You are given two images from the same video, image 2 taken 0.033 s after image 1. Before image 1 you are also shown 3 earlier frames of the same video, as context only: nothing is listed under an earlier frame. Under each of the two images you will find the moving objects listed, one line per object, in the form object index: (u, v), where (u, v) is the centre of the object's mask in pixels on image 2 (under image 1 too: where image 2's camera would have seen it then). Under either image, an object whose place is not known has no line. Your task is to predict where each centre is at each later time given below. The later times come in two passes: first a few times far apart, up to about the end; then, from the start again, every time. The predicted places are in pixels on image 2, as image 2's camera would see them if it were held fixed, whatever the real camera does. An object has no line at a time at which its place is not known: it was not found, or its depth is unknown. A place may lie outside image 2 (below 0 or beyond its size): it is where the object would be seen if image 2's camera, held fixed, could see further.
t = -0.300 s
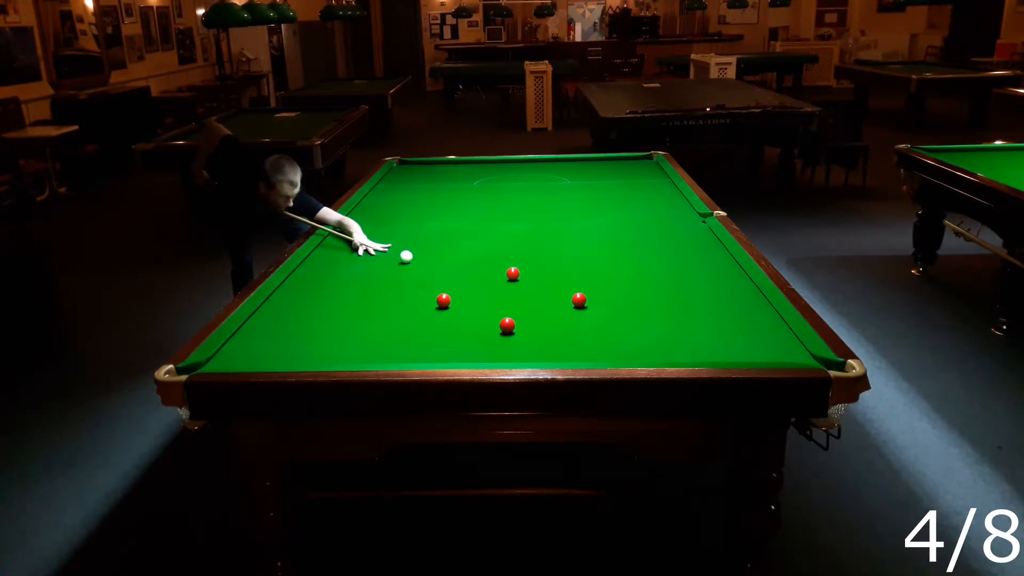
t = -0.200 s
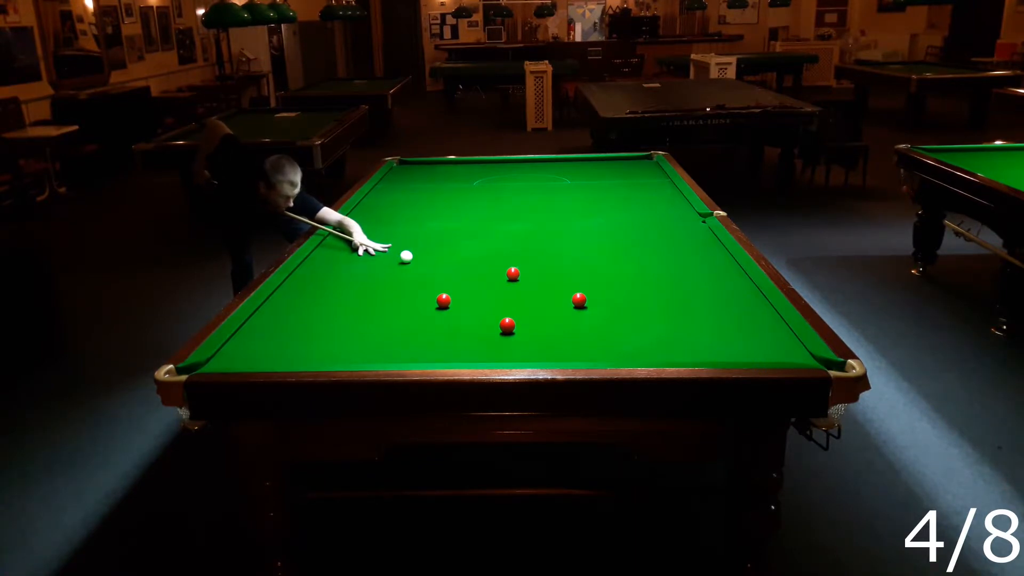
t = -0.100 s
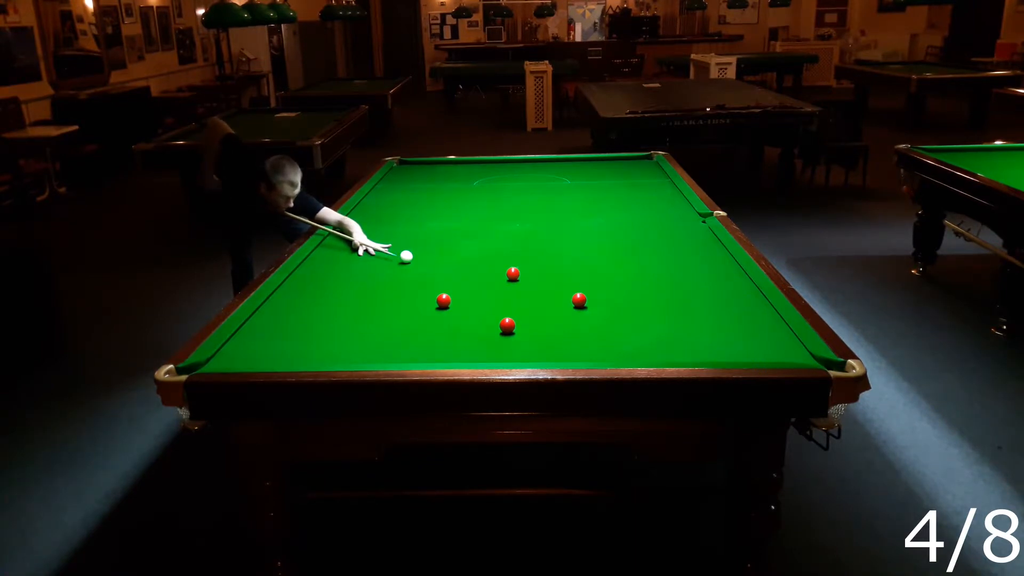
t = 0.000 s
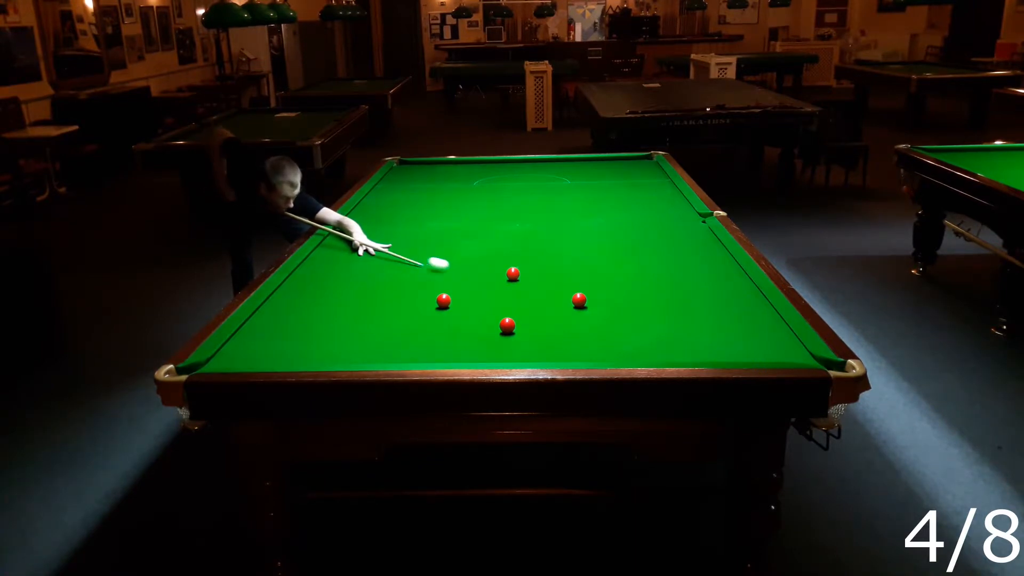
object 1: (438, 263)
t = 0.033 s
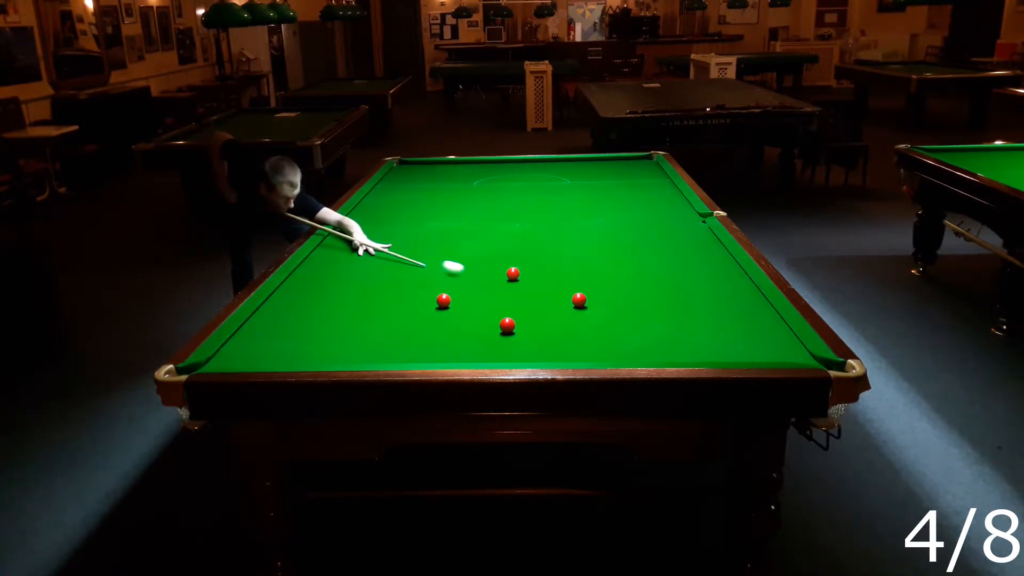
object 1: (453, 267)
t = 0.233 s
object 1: (538, 288)
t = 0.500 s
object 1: (572, 296)
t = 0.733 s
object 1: (576, 296)
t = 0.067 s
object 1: (467, 270)
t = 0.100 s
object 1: (481, 274)
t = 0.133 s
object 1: (496, 277)
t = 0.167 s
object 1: (510, 281)
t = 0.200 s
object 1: (524, 284)
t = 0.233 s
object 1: (538, 288)
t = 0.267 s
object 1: (552, 291)
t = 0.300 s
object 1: (564, 295)
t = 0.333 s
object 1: (569, 296)
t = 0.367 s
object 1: (569, 296)
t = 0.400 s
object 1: (570, 296)
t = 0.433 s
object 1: (571, 296)
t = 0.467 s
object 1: (571, 296)
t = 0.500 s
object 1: (572, 296)
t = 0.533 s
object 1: (573, 296)
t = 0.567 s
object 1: (573, 296)
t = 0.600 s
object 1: (574, 296)
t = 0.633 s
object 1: (574, 296)
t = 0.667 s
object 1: (575, 296)
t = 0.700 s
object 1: (575, 296)
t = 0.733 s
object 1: (576, 296)
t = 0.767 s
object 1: (576, 296)
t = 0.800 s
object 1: (577, 296)
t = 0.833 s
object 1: (577, 296)
